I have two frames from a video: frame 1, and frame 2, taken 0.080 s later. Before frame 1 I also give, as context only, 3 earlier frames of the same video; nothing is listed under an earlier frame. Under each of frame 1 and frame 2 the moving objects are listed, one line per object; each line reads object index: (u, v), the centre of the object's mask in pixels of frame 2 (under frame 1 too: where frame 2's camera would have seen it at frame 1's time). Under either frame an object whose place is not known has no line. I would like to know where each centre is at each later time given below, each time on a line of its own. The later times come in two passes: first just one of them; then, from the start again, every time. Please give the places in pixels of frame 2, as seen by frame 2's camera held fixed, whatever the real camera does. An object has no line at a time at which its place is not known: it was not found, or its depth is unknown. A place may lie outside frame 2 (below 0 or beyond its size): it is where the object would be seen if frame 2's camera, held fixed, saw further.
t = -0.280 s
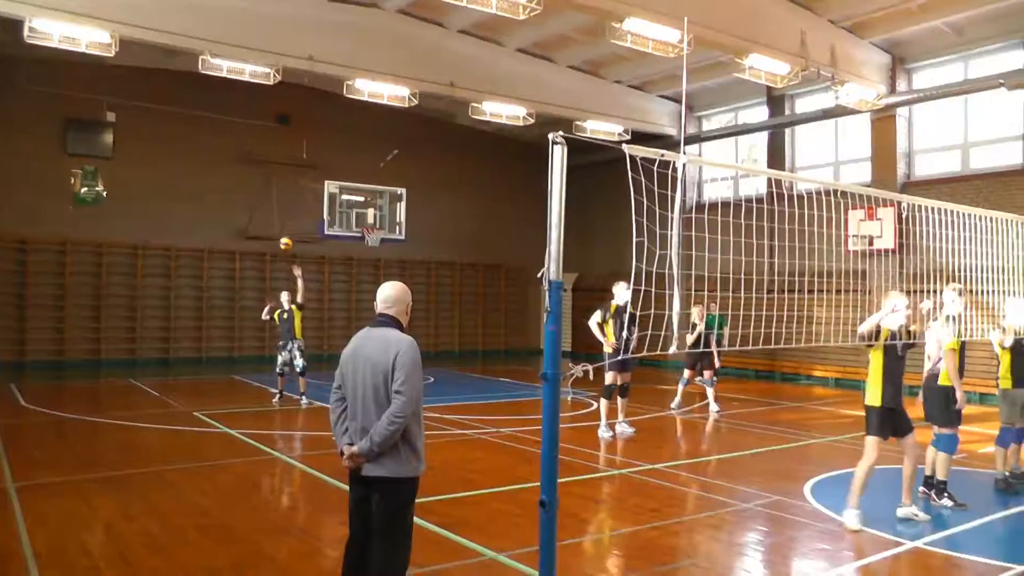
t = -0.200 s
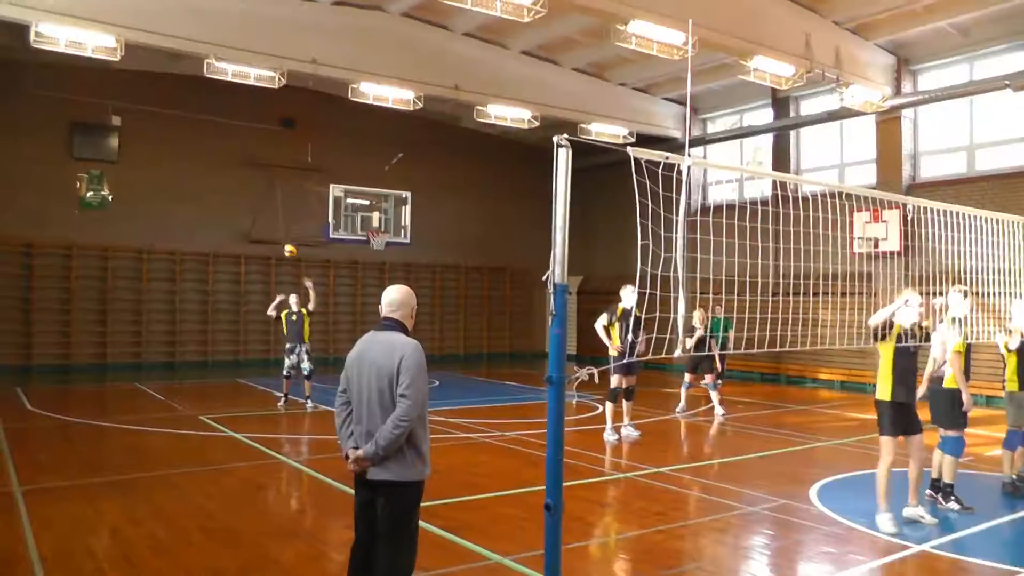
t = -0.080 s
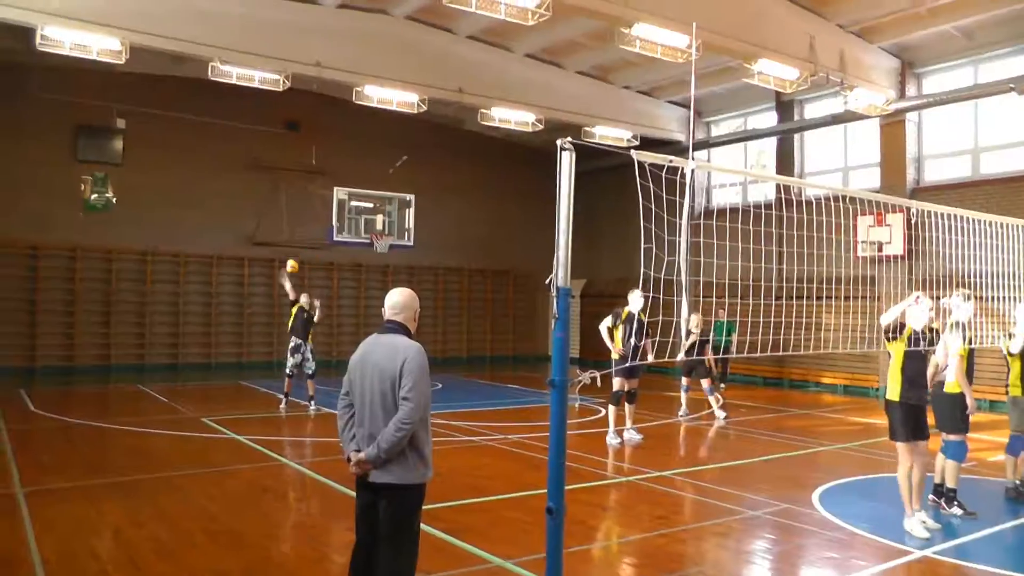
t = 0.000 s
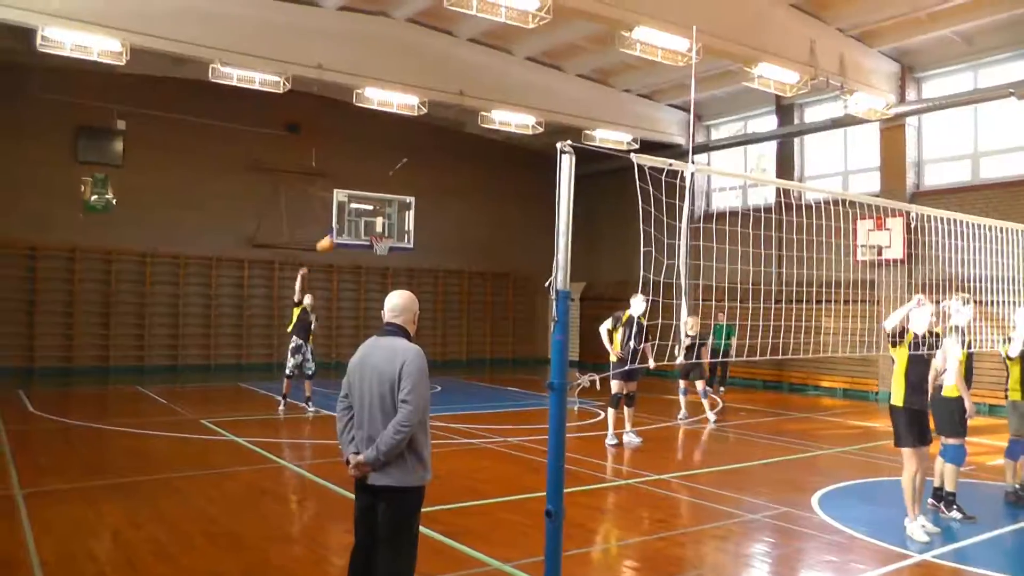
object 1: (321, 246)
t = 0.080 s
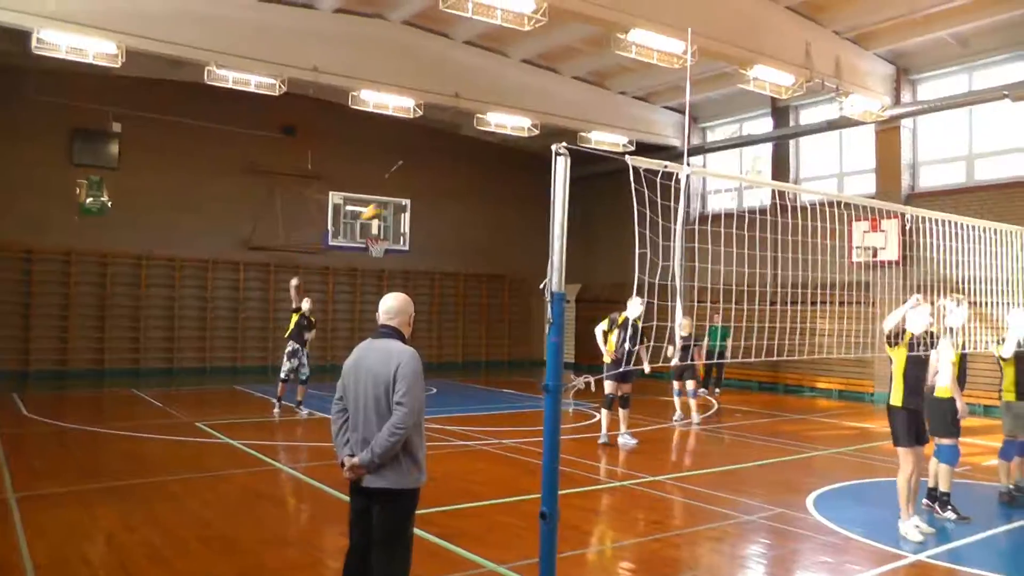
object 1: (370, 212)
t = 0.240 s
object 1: (484, 147)
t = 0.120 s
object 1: (398, 194)
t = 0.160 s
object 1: (424, 177)
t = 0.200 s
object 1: (454, 162)
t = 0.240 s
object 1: (484, 147)
